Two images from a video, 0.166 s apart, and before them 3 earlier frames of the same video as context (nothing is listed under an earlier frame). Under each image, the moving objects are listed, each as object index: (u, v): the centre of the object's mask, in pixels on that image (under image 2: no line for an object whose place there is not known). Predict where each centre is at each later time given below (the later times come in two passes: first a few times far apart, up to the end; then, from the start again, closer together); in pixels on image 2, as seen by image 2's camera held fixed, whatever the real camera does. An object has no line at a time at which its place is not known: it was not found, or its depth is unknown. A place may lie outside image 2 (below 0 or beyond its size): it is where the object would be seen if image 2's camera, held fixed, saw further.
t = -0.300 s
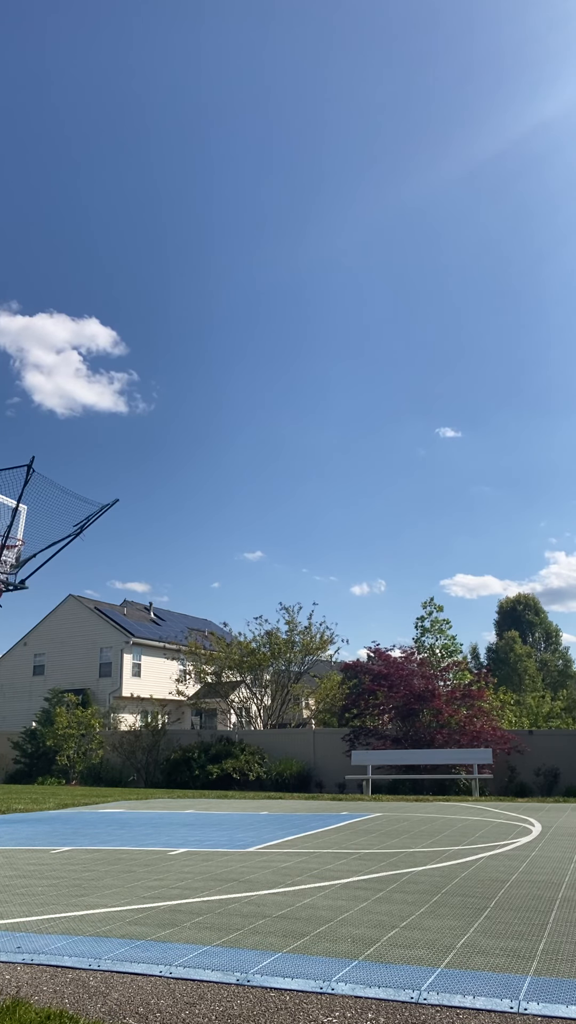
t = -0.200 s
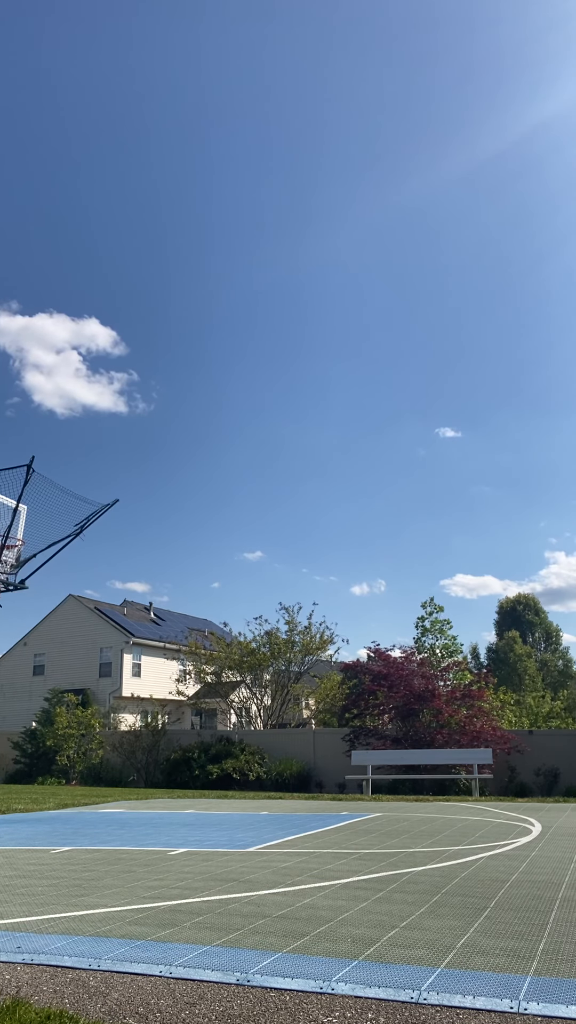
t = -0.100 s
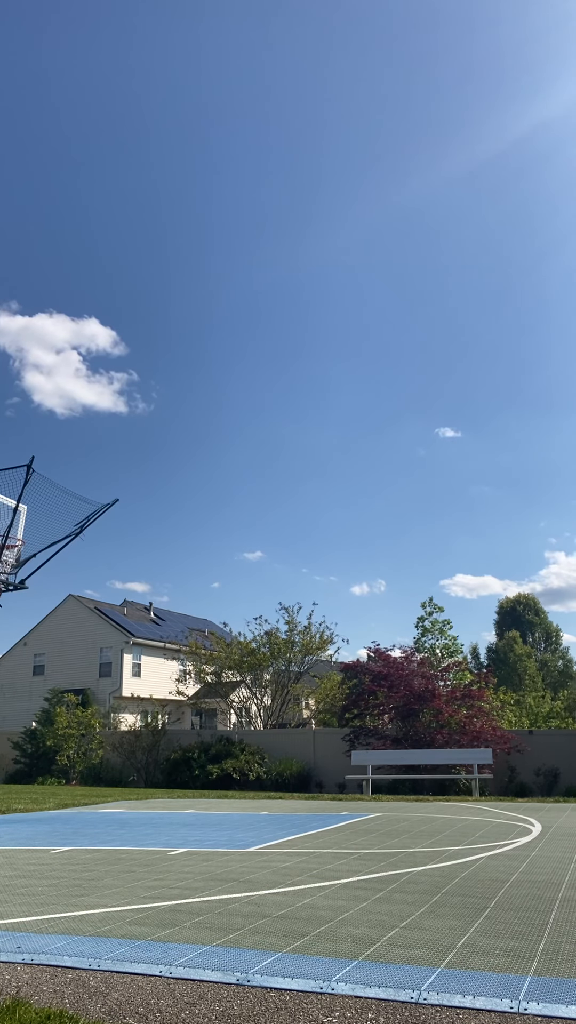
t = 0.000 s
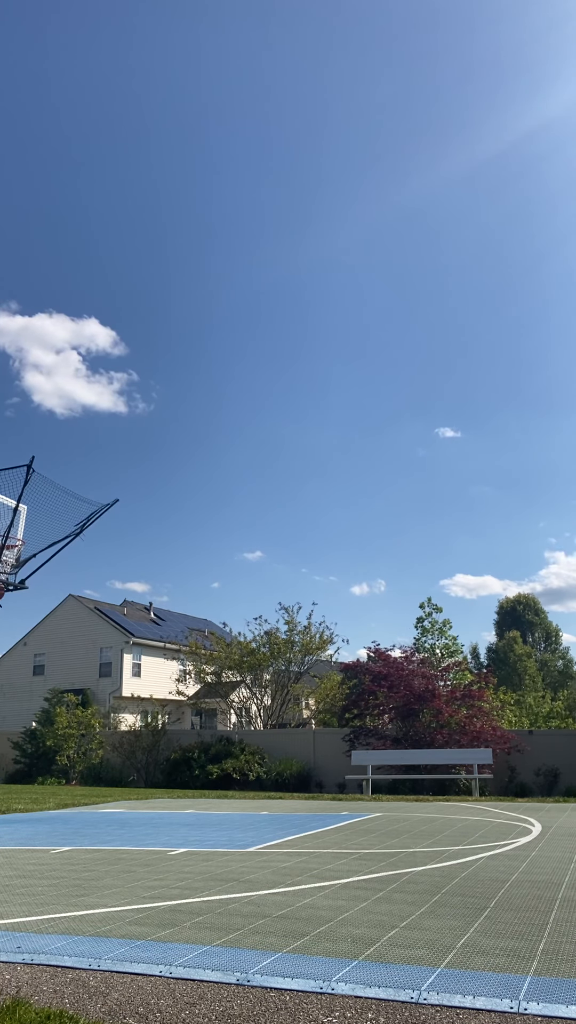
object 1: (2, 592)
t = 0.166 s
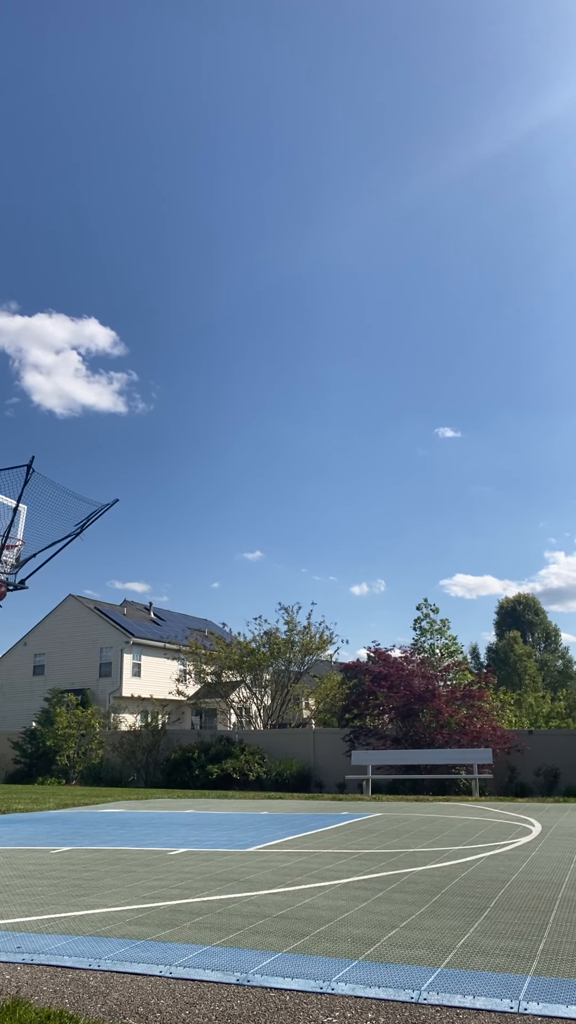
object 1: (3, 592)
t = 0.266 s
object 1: (4, 594)
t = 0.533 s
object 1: (7, 623)
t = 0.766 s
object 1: (8, 701)
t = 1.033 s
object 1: (11, 778)
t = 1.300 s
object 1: (31, 690)
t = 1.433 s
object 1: (41, 673)
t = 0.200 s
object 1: (3, 592)
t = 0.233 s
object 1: (3, 593)
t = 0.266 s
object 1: (4, 594)
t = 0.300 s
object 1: (4, 595)
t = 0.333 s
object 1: (4, 596)
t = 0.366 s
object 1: (5, 599)
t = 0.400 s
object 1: (5, 602)
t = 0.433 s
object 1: (6, 605)
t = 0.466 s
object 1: (6, 610)
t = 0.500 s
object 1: (6, 616)
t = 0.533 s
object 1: (7, 623)
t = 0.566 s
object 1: (7, 631)
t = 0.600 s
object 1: (7, 640)
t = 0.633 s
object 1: (8, 650)
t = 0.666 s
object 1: (8, 661)
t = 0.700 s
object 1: (8, 673)
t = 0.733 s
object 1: (8, 687)
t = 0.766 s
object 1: (8, 701)
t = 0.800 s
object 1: (8, 717)
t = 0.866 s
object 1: (8, 752)
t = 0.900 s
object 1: (8, 772)
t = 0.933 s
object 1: (7, 793)
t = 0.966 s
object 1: (7, 811)
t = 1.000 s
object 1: (9, 794)
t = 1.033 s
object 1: (11, 778)
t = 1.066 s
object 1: (13, 763)
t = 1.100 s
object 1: (16, 749)
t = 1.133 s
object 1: (19, 737)
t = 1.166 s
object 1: (22, 725)
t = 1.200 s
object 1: (24, 714)
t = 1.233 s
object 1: (27, 705)
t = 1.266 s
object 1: (29, 697)
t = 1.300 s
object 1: (31, 690)
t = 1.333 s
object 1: (34, 684)
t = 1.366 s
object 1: (36, 679)
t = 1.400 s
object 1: (39, 675)
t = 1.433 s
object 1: (41, 673)
